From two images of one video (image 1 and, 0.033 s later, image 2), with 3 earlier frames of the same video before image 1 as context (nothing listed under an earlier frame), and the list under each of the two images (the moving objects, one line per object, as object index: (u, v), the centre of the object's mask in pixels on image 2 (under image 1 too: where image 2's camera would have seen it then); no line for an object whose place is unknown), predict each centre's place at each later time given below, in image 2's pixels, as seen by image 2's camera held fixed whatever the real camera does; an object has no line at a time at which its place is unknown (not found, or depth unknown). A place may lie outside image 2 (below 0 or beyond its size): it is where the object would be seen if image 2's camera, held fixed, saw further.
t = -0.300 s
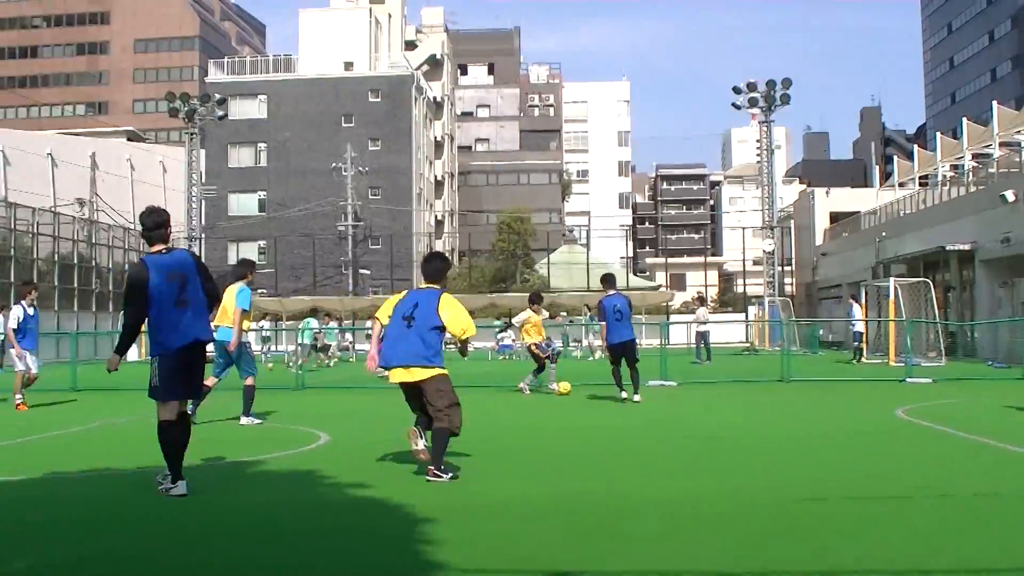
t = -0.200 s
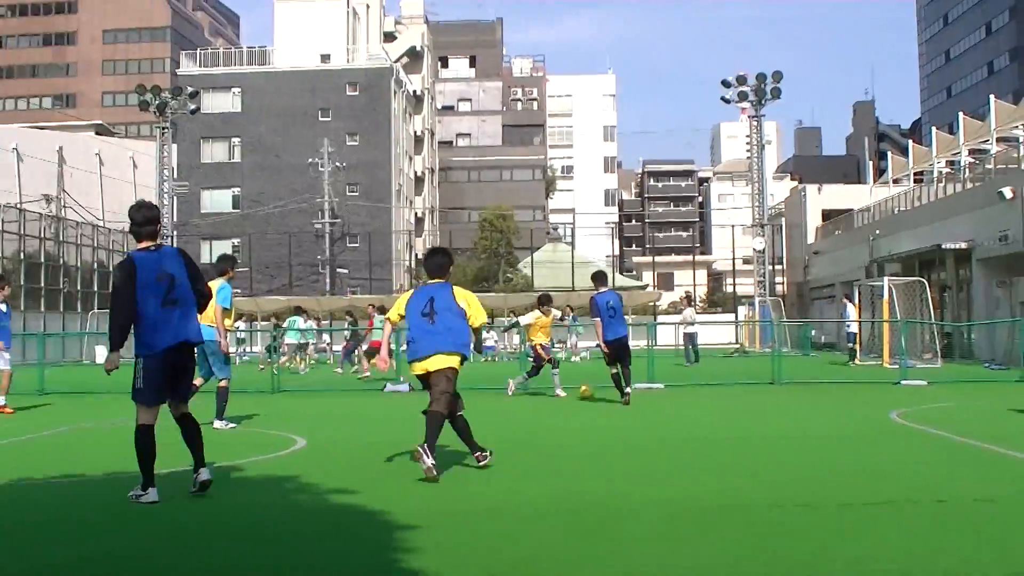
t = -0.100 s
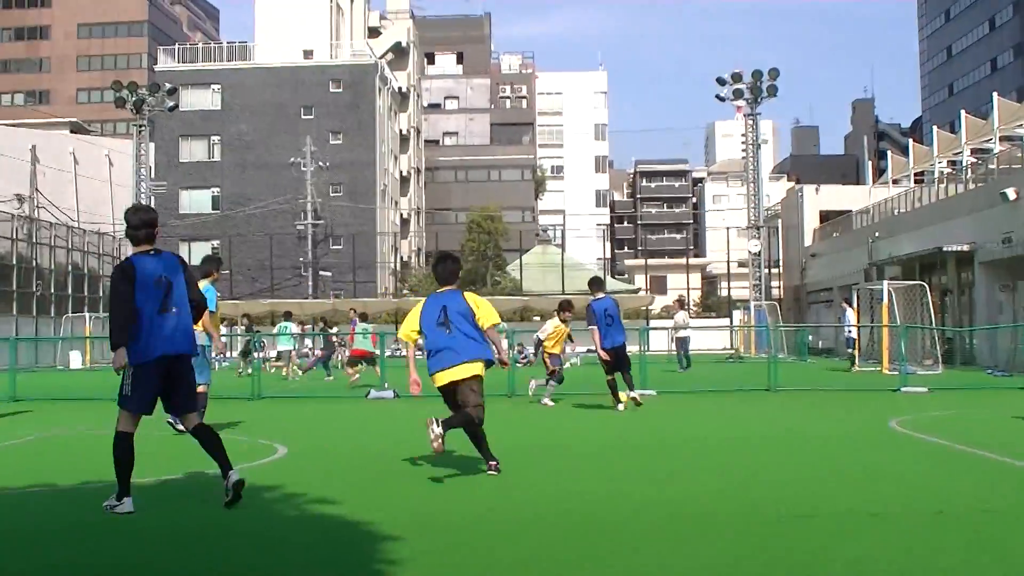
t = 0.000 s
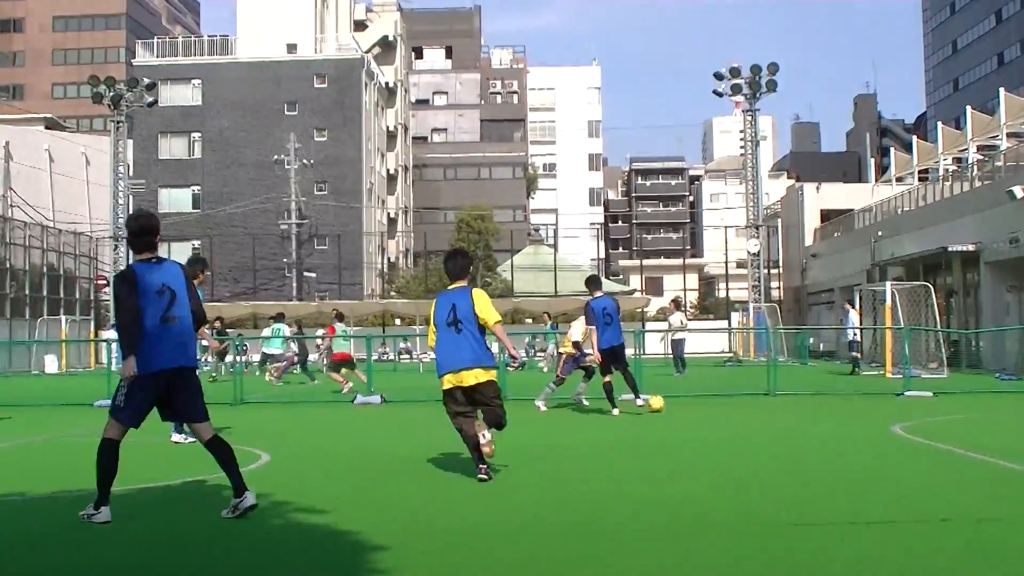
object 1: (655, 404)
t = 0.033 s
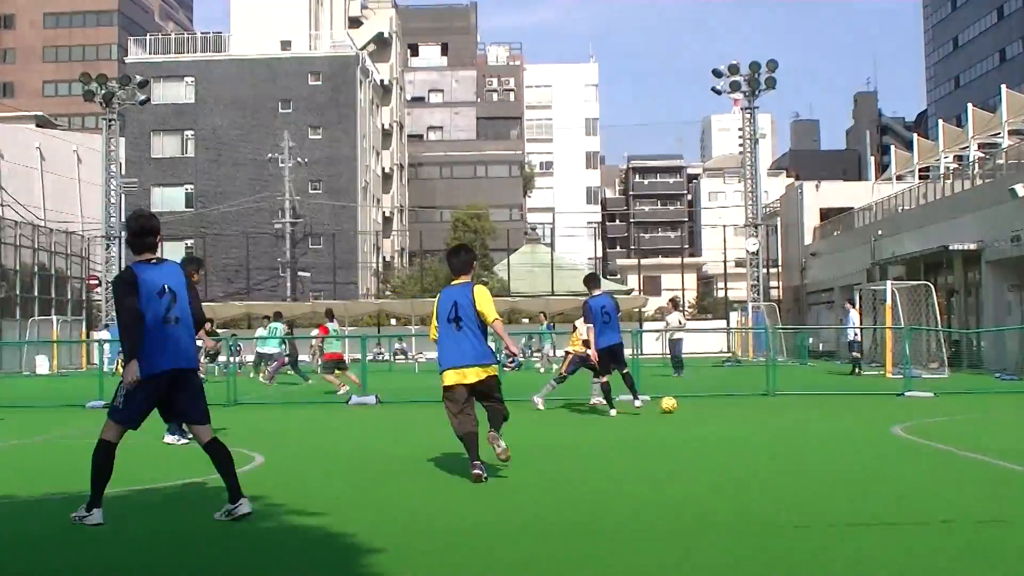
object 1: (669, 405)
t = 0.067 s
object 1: (681, 405)
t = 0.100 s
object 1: (694, 404)
